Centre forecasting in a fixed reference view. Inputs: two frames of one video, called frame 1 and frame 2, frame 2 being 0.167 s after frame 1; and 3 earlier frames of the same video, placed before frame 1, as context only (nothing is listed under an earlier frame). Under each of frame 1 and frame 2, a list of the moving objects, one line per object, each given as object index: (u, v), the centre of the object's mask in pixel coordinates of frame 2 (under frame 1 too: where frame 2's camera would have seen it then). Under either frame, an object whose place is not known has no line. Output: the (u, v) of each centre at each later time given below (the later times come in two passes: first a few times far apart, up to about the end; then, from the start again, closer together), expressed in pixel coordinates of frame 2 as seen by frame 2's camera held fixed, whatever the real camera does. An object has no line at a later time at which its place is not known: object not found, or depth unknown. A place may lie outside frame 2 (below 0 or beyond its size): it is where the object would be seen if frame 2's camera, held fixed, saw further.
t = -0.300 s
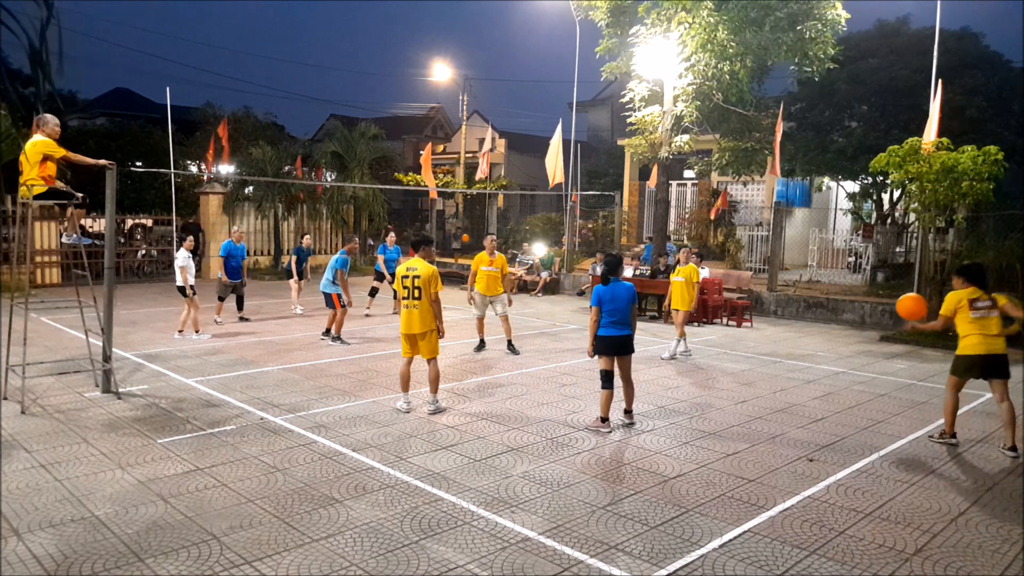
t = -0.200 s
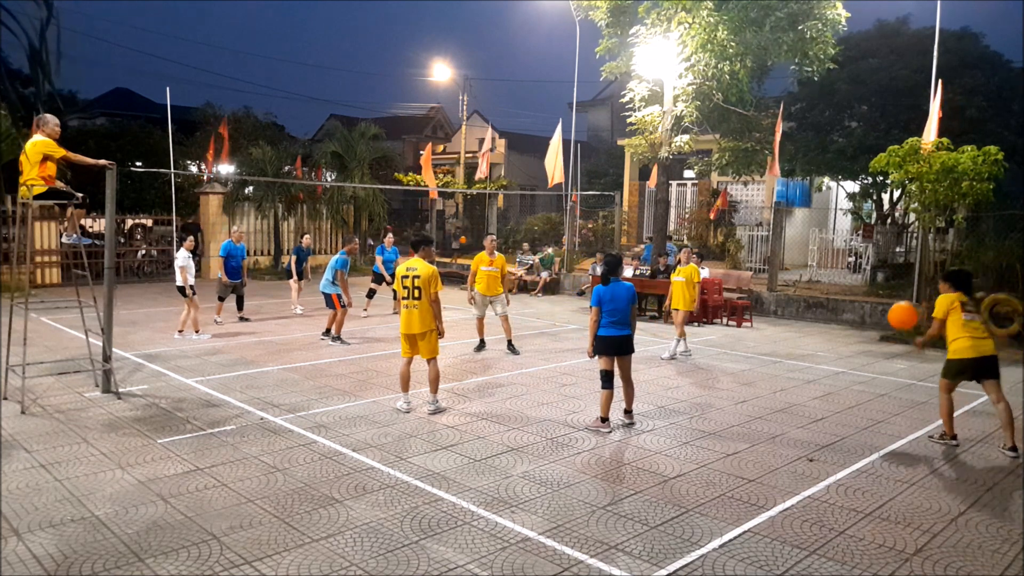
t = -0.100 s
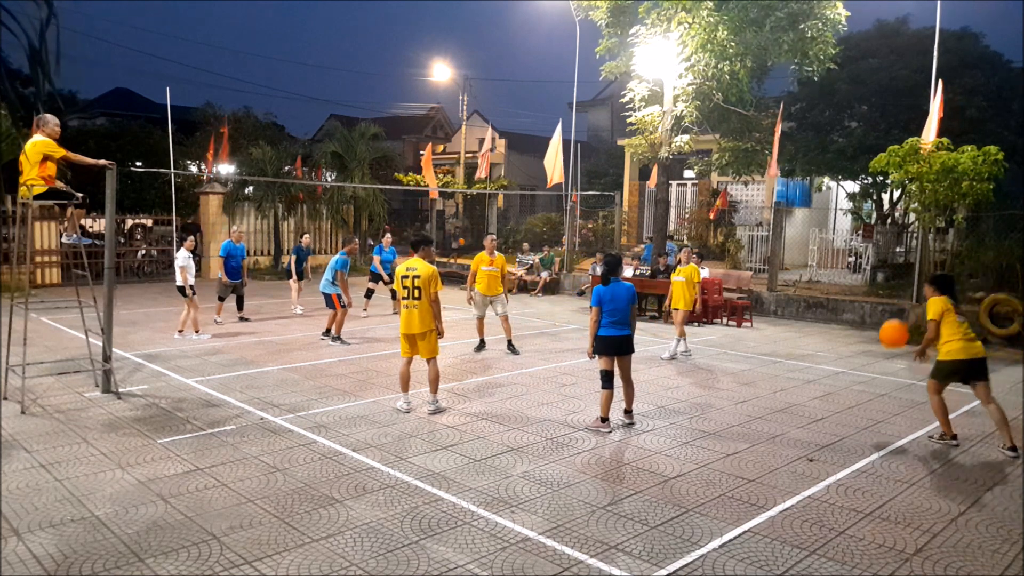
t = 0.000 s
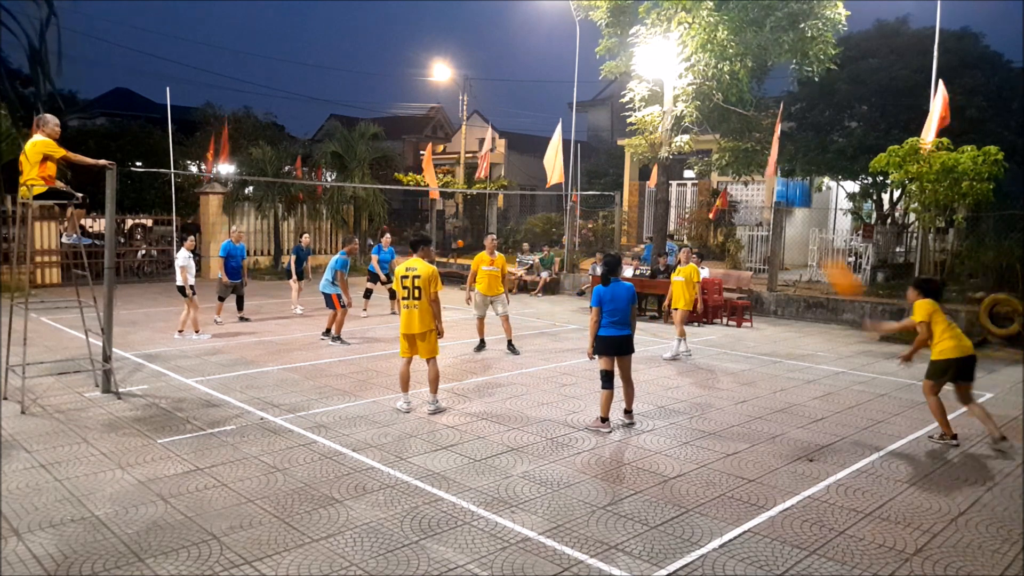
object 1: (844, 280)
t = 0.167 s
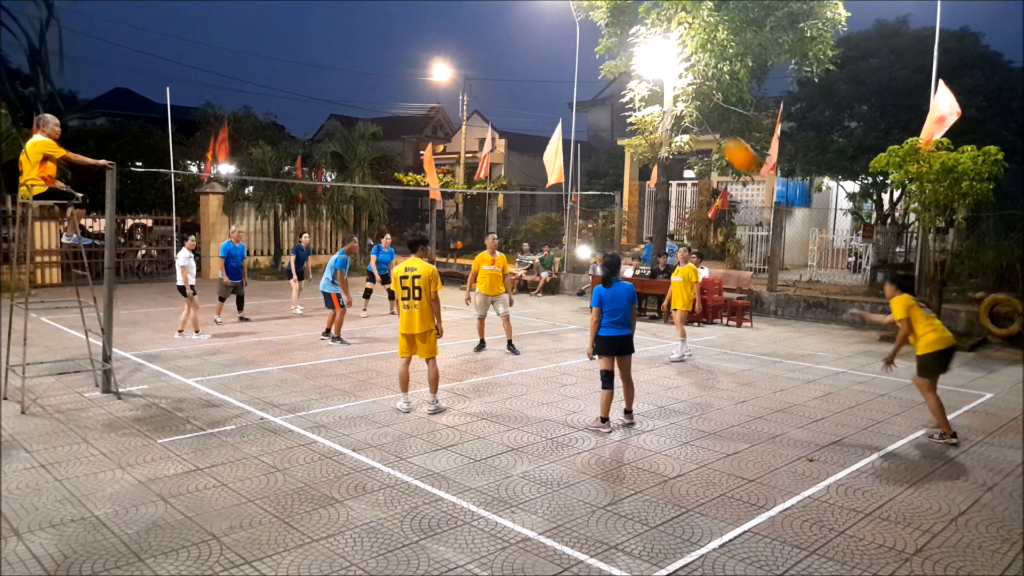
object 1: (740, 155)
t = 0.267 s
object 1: (691, 111)
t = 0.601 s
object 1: (542, 40)
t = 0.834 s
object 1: (461, 53)
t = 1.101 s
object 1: (387, 108)
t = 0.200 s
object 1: (722, 138)
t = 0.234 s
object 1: (705, 123)
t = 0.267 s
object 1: (691, 111)
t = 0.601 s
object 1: (542, 40)
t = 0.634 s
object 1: (530, 40)
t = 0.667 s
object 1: (517, 40)
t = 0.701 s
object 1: (506, 41)
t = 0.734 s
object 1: (494, 42)
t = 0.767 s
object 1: (483, 45)
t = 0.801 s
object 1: (472, 48)
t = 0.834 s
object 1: (461, 53)
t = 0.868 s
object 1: (452, 56)
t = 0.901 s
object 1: (442, 61)
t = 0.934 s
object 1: (430, 67)
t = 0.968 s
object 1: (421, 75)
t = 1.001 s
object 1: (412, 83)
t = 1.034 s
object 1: (404, 91)
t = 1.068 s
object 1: (395, 99)
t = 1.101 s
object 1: (387, 108)
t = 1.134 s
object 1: (379, 118)
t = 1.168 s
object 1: (371, 127)
